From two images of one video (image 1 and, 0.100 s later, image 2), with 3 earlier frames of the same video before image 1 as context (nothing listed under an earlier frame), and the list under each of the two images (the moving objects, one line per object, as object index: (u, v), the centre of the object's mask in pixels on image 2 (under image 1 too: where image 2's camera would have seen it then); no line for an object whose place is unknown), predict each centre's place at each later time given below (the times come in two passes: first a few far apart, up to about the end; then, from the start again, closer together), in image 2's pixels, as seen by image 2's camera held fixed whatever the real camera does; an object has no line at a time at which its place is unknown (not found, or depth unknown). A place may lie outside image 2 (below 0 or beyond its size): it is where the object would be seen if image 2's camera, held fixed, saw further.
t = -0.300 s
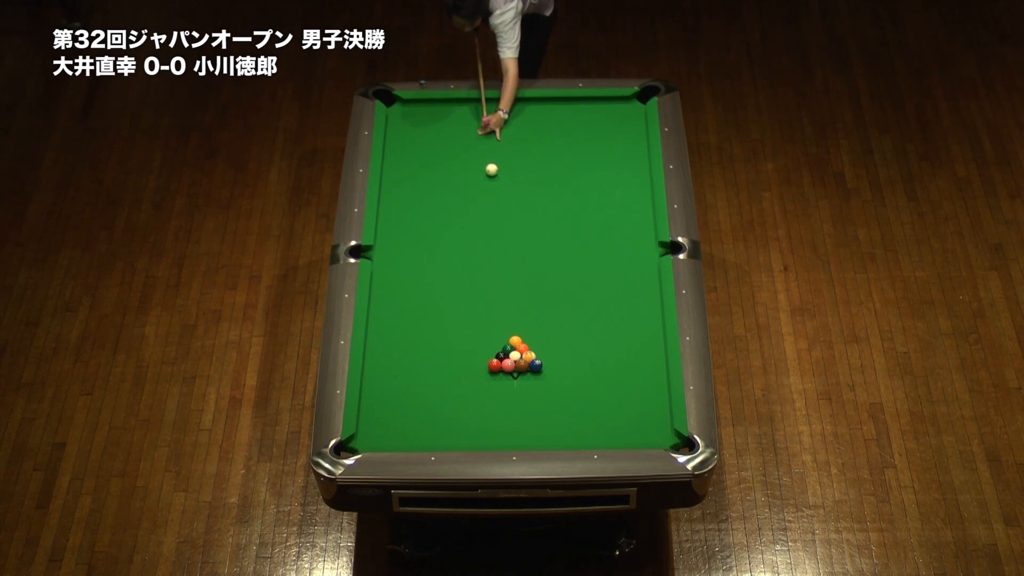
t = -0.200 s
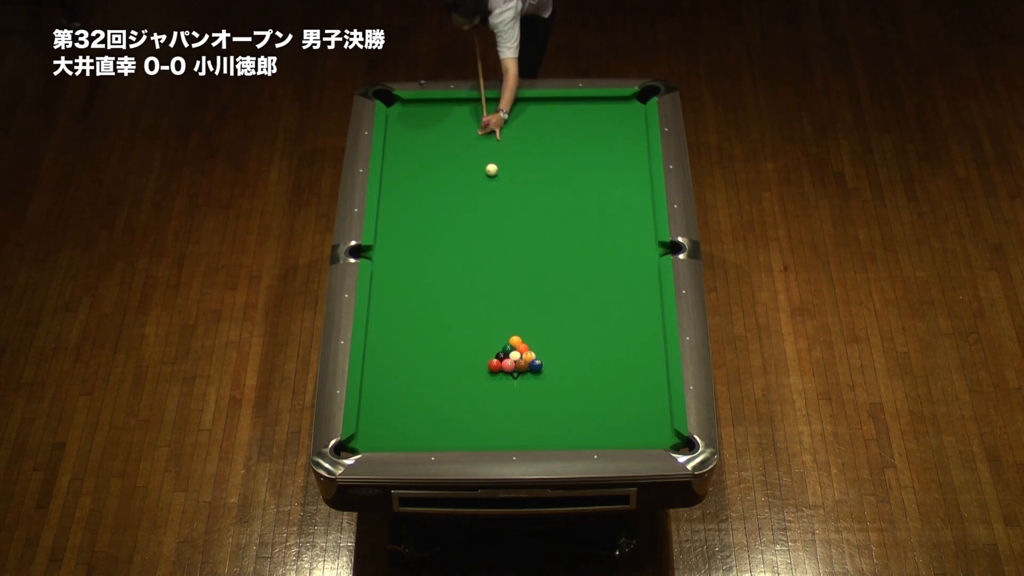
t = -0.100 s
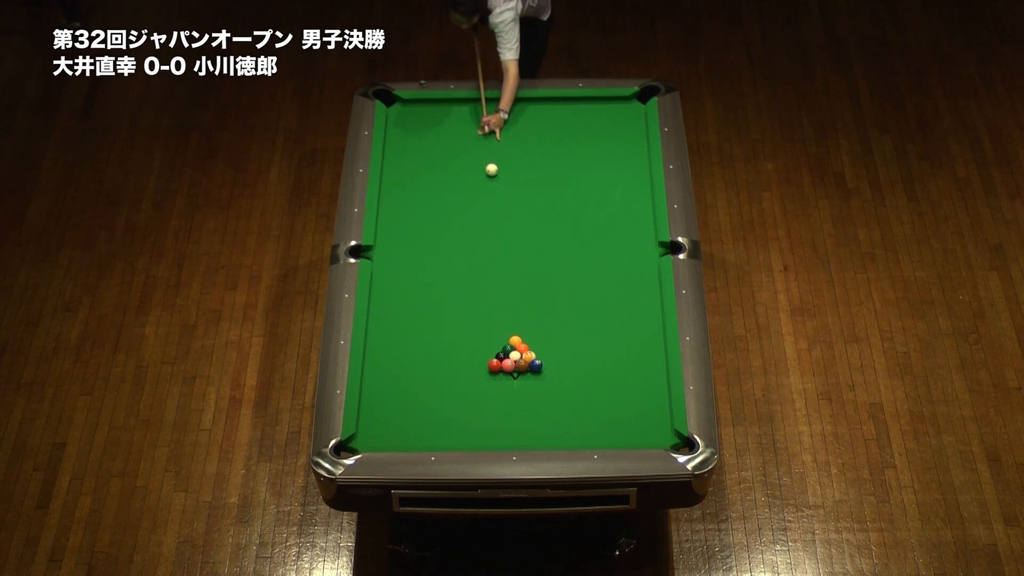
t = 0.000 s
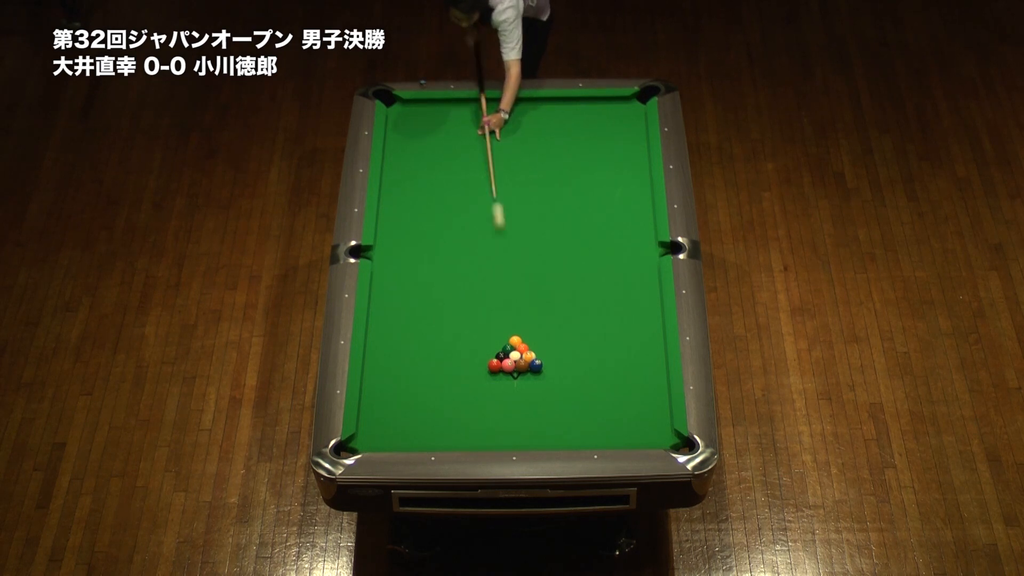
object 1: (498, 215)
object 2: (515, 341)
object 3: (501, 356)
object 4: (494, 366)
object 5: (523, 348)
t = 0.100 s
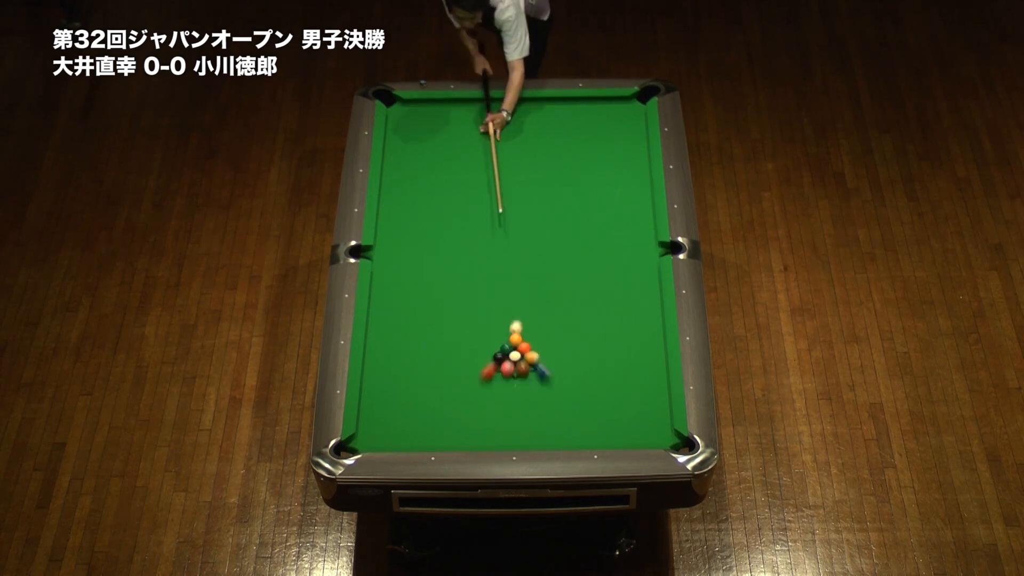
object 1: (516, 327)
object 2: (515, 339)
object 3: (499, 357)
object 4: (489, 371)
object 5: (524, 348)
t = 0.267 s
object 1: (531, 284)
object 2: (521, 324)
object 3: (468, 360)
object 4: (408, 423)
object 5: (548, 333)
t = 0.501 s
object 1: (552, 263)
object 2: (528, 303)
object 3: (431, 361)
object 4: (385, 340)
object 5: (575, 315)
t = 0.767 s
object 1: (575, 243)
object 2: (536, 279)
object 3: (390, 362)
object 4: (432, 278)
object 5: (604, 294)
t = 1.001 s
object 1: (576, 198)
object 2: (543, 259)
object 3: (377, 360)
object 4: (464, 232)
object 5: (628, 277)
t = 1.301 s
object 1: (578, 156)
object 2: (551, 235)
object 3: (399, 354)
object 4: (503, 177)
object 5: (651, 257)
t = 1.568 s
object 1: (582, 129)
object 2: (557, 215)
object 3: (416, 349)
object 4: (535, 133)
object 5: (644, 241)
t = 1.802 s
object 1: (585, 106)
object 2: (562, 199)
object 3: (430, 345)
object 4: (562, 102)
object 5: (638, 229)
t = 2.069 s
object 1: (593, 111)
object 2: (568, 182)
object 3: (446, 341)
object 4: (609, 127)
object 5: (633, 216)
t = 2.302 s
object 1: (601, 122)
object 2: (573, 167)
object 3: (457, 337)
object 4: (640, 145)
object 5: (628, 205)
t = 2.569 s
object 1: (610, 135)
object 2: (577, 152)
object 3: (470, 335)
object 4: (616, 168)
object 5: (623, 193)
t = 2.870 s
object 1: (619, 148)
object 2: (582, 135)
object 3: (483, 331)
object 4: (591, 193)
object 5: (618, 181)
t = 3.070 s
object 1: (625, 157)
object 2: (586, 125)
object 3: (491, 329)
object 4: (575, 210)
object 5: (615, 174)
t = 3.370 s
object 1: (634, 170)
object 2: (590, 111)
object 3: (501, 327)
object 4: (551, 235)
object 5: (610, 164)
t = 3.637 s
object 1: (642, 180)
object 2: (593, 101)
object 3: (509, 325)
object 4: (529, 258)
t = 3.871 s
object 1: (647, 189)
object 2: (595, 106)
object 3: (515, 324)
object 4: (510, 277)
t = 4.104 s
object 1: (645, 196)
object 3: (519, 322)
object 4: (491, 296)
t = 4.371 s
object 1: (643, 204)
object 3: (523, 321)
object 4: (469, 318)
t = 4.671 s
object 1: (641, 212)
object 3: (527, 320)
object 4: (445, 342)
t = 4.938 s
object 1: (640, 219)
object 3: (528, 320)
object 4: (423, 364)
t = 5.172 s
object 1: (639, 224)
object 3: (529, 319)
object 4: (405, 382)
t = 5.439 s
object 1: (637, 229)
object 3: (529, 319)
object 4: (384, 403)
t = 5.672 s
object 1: (637, 233)
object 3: (529, 320)
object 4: (366, 421)
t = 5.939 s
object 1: (636, 237)
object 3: (529, 320)
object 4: (369, 438)
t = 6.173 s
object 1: (636, 240)
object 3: (529, 320)
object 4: (365, 440)
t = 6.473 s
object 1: (635, 243)
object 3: (529, 320)
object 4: (360, 438)
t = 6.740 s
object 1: (635, 244)
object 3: (530, 320)
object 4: (361, 439)
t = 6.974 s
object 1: (635, 246)
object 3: (529, 320)
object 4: (361, 440)
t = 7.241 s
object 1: (635, 246)
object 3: (529, 320)
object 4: (361, 441)
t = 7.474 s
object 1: (635, 246)
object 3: (529, 320)
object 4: (361, 441)
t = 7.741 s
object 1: (635, 246)
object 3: (530, 320)
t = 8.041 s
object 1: (635, 246)
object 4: (361, 441)
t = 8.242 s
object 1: (635, 246)
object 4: (361, 440)
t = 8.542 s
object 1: (635, 246)
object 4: (361, 441)
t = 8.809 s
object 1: (635, 246)
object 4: (361, 441)
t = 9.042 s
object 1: (635, 246)
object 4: (361, 441)
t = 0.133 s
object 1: (519, 315)
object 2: (516, 333)
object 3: (491, 358)
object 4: (470, 391)
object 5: (530, 345)
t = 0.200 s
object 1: (525, 295)
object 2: (518, 327)
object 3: (479, 359)
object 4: (432, 432)
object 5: (539, 339)
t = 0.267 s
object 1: (531, 284)
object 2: (521, 324)
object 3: (468, 360)
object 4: (408, 423)
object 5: (548, 333)
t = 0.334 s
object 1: (537, 280)
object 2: (523, 318)
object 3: (457, 360)
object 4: (390, 395)
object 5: (556, 328)
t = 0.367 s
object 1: (541, 282)
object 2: (524, 315)
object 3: (452, 360)
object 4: (382, 383)
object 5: (560, 325)
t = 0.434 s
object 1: (546, 273)
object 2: (526, 309)
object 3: (441, 361)
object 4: (369, 359)
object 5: (567, 320)
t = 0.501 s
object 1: (552, 263)
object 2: (528, 303)
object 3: (431, 361)
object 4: (385, 340)
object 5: (575, 315)
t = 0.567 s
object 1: (558, 261)
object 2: (530, 297)
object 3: (420, 361)
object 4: (398, 323)
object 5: (582, 309)
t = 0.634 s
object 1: (564, 253)
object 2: (532, 291)
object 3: (410, 361)
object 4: (411, 306)
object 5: (589, 304)
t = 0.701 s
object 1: (569, 248)
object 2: (534, 285)
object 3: (399, 362)
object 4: (422, 292)
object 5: (597, 299)
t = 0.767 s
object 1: (575, 243)
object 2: (536, 279)
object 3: (390, 362)
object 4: (432, 278)
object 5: (604, 294)
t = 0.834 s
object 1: (577, 232)
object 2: (538, 273)
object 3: (379, 362)
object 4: (441, 264)
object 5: (611, 289)
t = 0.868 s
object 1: (577, 225)
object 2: (539, 270)
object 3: (374, 362)
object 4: (446, 258)
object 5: (614, 287)
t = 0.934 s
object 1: (576, 211)
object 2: (541, 265)
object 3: (371, 362)
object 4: (455, 245)
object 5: (621, 282)
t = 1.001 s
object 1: (576, 198)
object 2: (543, 259)
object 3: (377, 360)
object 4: (464, 232)
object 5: (628, 277)
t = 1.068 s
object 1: (576, 187)
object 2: (544, 254)
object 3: (383, 359)
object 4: (473, 220)
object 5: (634, 273)
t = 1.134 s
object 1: (576, 177)
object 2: (546, 248)
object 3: (387, 357)
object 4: (482, 207)
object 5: (641, 268)
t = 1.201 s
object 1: (577, 168)
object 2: (548, 243)
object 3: (392, 356)
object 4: (491, 195)
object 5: (648, 263)
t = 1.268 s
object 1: (577, 160)
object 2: (550, 238)
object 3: (396, 355)
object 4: (499, 183)
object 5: (653, 259)
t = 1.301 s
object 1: (578, 156)
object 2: (551, 235)
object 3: (399, 354)
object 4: (503, 177)
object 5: (651, 257)
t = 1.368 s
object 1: (579, 149)
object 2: (552, 230)
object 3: (403, 353)
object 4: (511, 166)
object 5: (649, 253)
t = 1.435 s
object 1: (580, 142)
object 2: (554, 225)
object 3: (407, 352)
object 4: (519, 155)
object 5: (648, 249)
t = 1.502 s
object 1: (581, 135)
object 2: (555, 220)
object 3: (411, 350)
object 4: (527, 144)
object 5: (646, 245)
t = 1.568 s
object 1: (582, 129)
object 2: (557, 215)
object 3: (416, 349)
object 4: (535, 133)
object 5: (644, 241)
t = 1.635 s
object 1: (583, 122)
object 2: (558, 211)
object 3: (420, 348)
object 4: (542, 123)
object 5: (642, 238)
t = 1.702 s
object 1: (584, 115)
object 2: (560, 206)
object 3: (424, 347)
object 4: (550, 112)
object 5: (640, 234)
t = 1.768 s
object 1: (585, 109)
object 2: (562, 201)
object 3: (428, 346)
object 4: (557, 102)
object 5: (639, 231)
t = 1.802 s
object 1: (585, 106)
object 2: (562, 199)
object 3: (430, 345)
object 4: (562, 102)
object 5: (638, 229)
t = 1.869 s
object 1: (586, 100)
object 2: (564, 195)
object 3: (434, 344)
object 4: (574, 109)
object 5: (637, 226)
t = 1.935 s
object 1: (589, 104)
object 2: (565, 190)
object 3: (438, 343)
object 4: (586, 116)
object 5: (636, 222)
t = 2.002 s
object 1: (591, 108)
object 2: (567, 186)
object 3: (441, 342)
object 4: (597, 122)
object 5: (634, 219)
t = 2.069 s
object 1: (593, 111)
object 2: (568, 182)
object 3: (446, 341)
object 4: (609, 127)
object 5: (633, 216)
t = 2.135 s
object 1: (595, 114)
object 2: (569, 177)
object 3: (449, 340)
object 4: (621, 132)
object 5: (631, 212)
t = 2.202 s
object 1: (598, 117)
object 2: (571, 173)
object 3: (452, 339)
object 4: (632, 137)
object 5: (630, 209)
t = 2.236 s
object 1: (599, 119)
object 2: (571, 171)
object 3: (454, 338)
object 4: (638, 140)
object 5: (629, 208)
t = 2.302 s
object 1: (601, 122)
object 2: (573, 167)
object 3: (457, 337)
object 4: (640, 145)
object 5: (628, 205)
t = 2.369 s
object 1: (603, 126)
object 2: (574, 163)
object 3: (461, 337)
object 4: (633, 151)
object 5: (627, 202)
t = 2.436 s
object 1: (605, 129)
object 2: (575, 159)
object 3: (464, 336)
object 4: (627, 156)
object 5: (625, 199)
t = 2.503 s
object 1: (608, 132)
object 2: (576, 155)
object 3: (467, 335)
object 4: (622, 162)
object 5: (624, 196)
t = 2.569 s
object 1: (610, 135)
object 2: (577, 152)
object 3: (470, 335)
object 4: (616, 168)
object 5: (623, 193)
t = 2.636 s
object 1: (612, 138)
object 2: (579, 148)
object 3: (473, 334)
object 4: (610, 173)
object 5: (622, 191)
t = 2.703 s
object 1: (614, 141)
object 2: (580, 144)
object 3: (476, 333)
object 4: (605, 179)
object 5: (621, 188)
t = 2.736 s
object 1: (615, 143)
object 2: (580, 143)
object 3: (477, 333)
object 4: (602, 182)
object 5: (620, 187)
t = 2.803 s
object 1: (617, 145)
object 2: (581, 139)
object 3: (480, 332)
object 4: (597, 187)
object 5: (619, 184)
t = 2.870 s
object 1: (619, 148)
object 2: (582, 135)
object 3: (483, 331)
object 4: (591, 193)
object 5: (618, 181)
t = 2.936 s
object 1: (621, 151)
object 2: (584, 132)
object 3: (485, 331)
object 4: (586, 199)
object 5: (617, 179)
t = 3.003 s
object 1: (623, 154)
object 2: (584, 128)
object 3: (488, 330)
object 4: (581, 204)
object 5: (616, 176)
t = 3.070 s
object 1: (625, 157)
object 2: (586, 125)
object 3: (491, 329)
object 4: (575, 210)
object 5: (615, 174)
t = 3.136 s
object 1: (627, 160)
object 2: (587, 122)
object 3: (493, 328)
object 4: (570, 216)
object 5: (614, 172)
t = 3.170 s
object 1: (628, 161)
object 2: (587, 120)
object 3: (494, 328)
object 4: (567, 218)
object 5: (613, 170)
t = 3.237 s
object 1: (630, 164)
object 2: (588, 117)
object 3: (496, 328)
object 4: (562, 224)
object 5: (612, 168)
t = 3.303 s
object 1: (632, 167)
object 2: (589, 114)
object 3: (499, 327)
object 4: (556, 230)
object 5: (611, 166)
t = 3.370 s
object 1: (634, 170)
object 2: (590, 111)
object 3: (501, 327)
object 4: (551, 235)
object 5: (610, 164)
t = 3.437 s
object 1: (636, 172)
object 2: (591, 108)
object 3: (503, 326)
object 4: (545, 241)
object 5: (609, 162)
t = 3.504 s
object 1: (638, 175)
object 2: (592, 105)
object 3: (505, 326)
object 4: (540, 246)
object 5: (609, 160)
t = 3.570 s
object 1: (640, 178)
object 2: (593, 102)
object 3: (507, 325)
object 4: (534, 252)
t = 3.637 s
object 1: (642, 180)
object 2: (593, 101)
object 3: (509, 325)
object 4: (529, 258)
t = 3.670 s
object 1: (642, 182)
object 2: (594, 102)
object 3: (509, 325)
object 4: (526, 260)
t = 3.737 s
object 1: (644, 184)
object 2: (594, 103)
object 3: (511, 324)
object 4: (521, 266)
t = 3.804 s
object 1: (646, 187)
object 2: (595, 105)
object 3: (513, 324)
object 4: (515, 271)
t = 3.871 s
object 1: (647, 189)
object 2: (595, 106)
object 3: (515, 324)
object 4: (510, 277)
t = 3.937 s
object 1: (646, 191)
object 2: (596, 107)
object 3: (516, 323)
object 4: (504, 282)
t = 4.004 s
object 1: (646, 193)
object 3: (517, 323)
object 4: (499, 288)
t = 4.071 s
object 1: (645, 195)
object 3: (519, 323)
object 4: (493, 293)
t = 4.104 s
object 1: (645, 196)
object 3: (519, 322)
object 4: (491, 296)
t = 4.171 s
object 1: (644, 199)
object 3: (520, 322)
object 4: (485, 302)
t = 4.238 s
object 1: (644, 200)
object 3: (521, 322)
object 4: (480, 307)
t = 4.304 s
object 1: (643, 202)
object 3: (522, 322)
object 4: (475, 313)
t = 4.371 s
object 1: (643, 204)
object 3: (523, 321)
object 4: (469, 318)
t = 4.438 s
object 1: (642, 206)
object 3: (524, 321)
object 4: (464, 323)
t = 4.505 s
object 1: (642, 208)
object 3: (525, 321)
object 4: (458, 329)
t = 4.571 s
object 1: (642, 210)
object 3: (526, 320)
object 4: (453, 334)
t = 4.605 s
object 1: (641, 211)
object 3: (526, 320)
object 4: (450, 337)
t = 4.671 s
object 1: (641, 212)
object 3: (527, 320)
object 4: (445, 342)
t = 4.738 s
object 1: (641, 214)
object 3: (527, 320)
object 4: (439, 348)
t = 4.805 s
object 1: (640, 215)
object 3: (528, 320)
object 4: (434, 353)
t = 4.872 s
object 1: (640, 217)
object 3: (528, 320)
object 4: (429, 359)
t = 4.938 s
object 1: (640, 219)
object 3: (528, 320)
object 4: (423, 364)
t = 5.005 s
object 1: (639, 220)
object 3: (528, 320)
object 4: (418, 369)
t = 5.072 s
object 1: (639, 222)
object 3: (529, 319)
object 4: (413, 375)
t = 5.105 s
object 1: (639, 222)
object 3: (529, 319)
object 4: (410, 377)
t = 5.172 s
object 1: (639, 224)
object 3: (529, 319)
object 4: (405, 382)
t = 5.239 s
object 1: (638, 225)
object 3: (529, 319)
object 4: (399, 388)
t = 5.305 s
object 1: (638, 227)
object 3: (529, 319)
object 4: (395, 393)
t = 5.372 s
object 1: (638, 228)
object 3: (529, 319)
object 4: (389, 398)
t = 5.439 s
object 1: (637, 229)
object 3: (529, 319)
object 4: (384, 403)
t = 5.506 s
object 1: (638, 230)
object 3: (529, 319)
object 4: (379, 408)
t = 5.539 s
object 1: (637, 231)
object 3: (529, 320)
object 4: (376, 411)
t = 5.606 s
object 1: (637, 232)
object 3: (529, 320)
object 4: (371, 416)
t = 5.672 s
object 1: (637, 233)
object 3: (529, 320)
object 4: (366, 421)
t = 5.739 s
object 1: (637, 234)
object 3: (529, 320)
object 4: (364, 426)
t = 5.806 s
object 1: (637, 235)
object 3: (529, 320)
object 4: (366, 430)
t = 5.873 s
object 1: (637, 236)
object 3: (529, 320)
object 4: (367, 434)
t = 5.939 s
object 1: (636, 237)
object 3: (529, 320)
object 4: (369, 438)
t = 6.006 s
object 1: (636, 238)
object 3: (529, 320)
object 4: (370, 440)
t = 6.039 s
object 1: (636, 238)
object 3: (529, 320)
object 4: (370, 441)
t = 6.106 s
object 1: (636, 239)
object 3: (529, 320)
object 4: (367, 441)
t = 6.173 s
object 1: (636, 240)
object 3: (529, 320)
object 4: (365, 440)
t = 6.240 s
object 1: (636, 241)
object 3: (530, 320)
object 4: (363, 439)
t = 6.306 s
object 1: (636, 241)
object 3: (529, 320)
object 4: (361, 438)
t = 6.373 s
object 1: (636, 242)
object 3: (529, 320)
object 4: (359, 438)
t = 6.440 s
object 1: (635, 242)
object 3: (530, 320)
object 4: (360, 438)
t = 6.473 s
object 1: (635, 243)
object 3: (529, 320)
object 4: (360, 438)
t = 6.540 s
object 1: (635, 243)
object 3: (529, 320)
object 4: (360, 438)
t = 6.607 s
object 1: (635, 244)
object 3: (529, 320)
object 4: (361, 439)
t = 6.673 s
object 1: (635, 244)
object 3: (530, 320)
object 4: (361, 439)
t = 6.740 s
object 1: (635, 244)
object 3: (530, 320)
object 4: (361, 439)
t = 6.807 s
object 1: (635, 245)
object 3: (529, 320)
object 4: (362, 440)
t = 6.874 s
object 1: (635, 245)
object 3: (529, 320)
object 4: (362, 440)
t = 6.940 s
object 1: (635, 245)
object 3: (529, 320)
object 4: (362, 440)
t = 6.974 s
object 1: (635, 246)
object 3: (529, 320)
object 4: (361, 440)
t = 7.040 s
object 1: (635, 246)
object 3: (529, 320)
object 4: (361, 440)
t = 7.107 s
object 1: (635, 246)
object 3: (529, 320)
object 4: (361, 440)
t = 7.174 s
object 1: (635, 246)
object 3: (529, 320)
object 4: (361, 441)
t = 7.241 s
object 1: (635, 246)
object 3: (529, 320)
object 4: (361, 441)
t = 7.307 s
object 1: (635, 246)
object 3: (529, 320)
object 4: (361, 441)
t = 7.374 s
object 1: (635, 246)
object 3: (529, 320)
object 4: (361, 441)
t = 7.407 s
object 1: (635, 246)
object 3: (529, 320)
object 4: (361, 441)
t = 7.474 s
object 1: (635, 246)
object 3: (529, 320)
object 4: (361, 441)
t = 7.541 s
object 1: (635, 246)
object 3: (529, 320)
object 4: (361, 441)
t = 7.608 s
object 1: (635, 246)
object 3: (530, 320)
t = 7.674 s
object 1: (635, 246)
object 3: (530, 320)
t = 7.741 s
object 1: (635, 246)
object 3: (530, 320)
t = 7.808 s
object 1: (635, 246)
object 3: (530, 320)
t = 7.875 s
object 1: (635, 246)
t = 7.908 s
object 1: (635, 246)
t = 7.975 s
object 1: (635, 246)
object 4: (360, 440)
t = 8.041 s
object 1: (635, 246)
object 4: (361, 441)
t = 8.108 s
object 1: (635, 246)
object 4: (361, 440)
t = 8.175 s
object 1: (635, 246)
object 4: (361, 440)
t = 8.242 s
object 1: (635, 246)
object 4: (361, 440)
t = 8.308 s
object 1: (635, 246)
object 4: (361, 440)
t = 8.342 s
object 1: (635, 246)
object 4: (361, 441)
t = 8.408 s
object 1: (635, 246)
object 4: (361, 441)
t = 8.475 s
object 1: (635, 246)
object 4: (361, 441)
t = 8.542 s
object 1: (635, 246)
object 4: (361, 441)
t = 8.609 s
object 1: (635, 246)
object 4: (361, 441)
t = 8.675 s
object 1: (635, 246)
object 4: (361, 441)
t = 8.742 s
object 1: (635, 246)
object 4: (361, 441)
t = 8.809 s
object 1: (635, 246)
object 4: (361, 441)
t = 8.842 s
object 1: (635, 246)
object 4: (361, 441)
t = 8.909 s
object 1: (635, 246)
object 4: (361, 441)
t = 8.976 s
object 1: (635, 246)
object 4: (361, 441)
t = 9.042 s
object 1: (635, 246)
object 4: (361, 441)
